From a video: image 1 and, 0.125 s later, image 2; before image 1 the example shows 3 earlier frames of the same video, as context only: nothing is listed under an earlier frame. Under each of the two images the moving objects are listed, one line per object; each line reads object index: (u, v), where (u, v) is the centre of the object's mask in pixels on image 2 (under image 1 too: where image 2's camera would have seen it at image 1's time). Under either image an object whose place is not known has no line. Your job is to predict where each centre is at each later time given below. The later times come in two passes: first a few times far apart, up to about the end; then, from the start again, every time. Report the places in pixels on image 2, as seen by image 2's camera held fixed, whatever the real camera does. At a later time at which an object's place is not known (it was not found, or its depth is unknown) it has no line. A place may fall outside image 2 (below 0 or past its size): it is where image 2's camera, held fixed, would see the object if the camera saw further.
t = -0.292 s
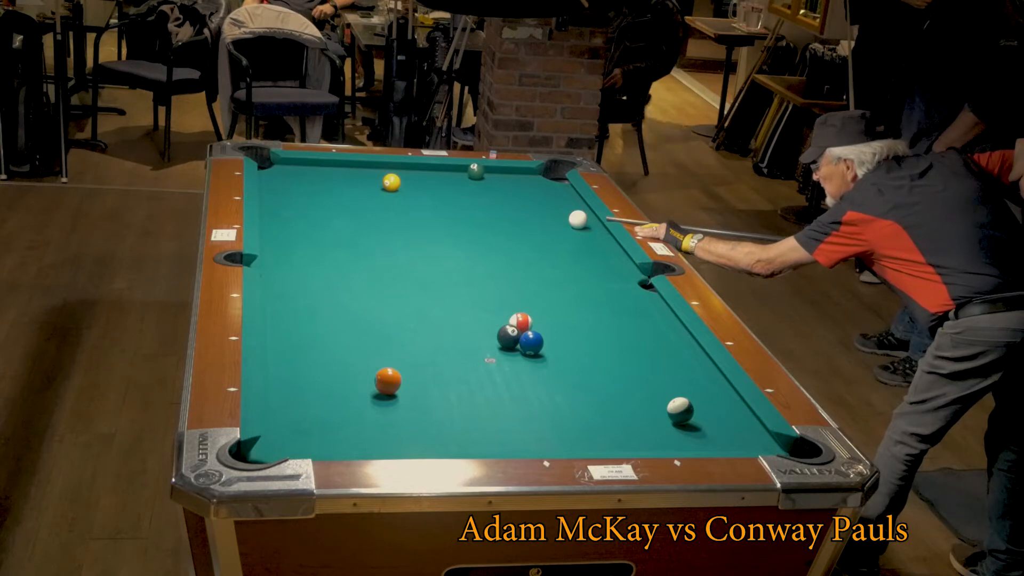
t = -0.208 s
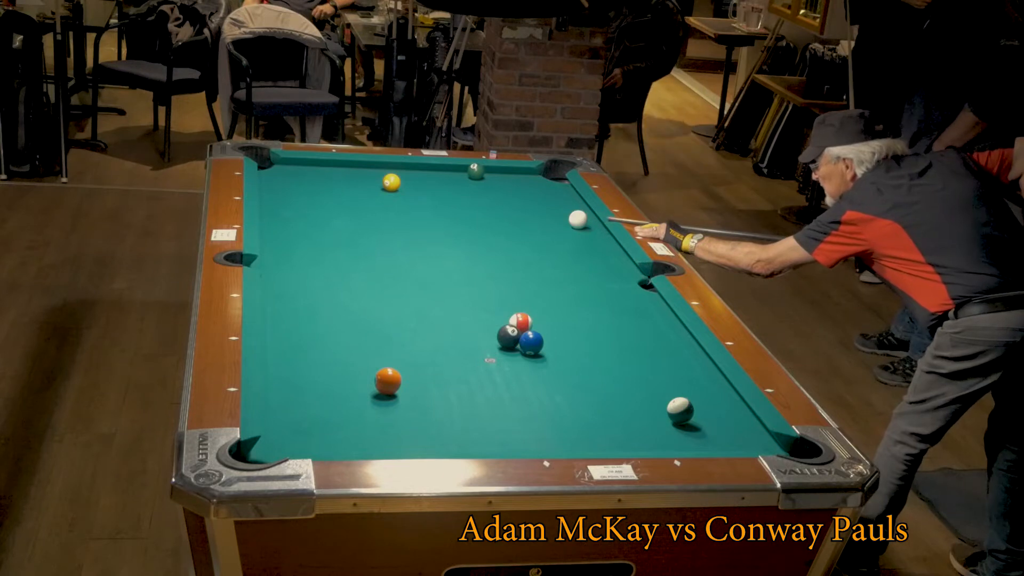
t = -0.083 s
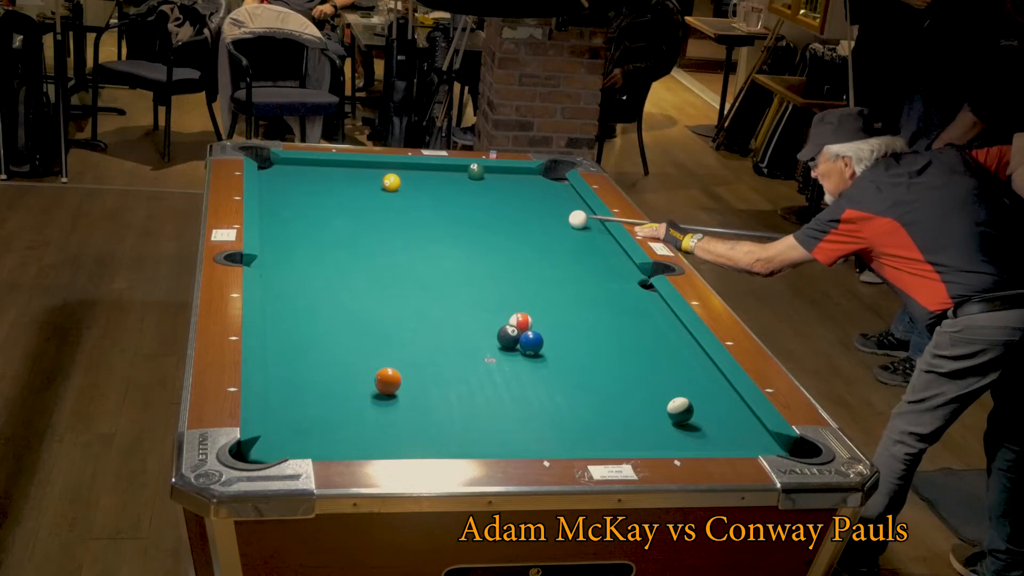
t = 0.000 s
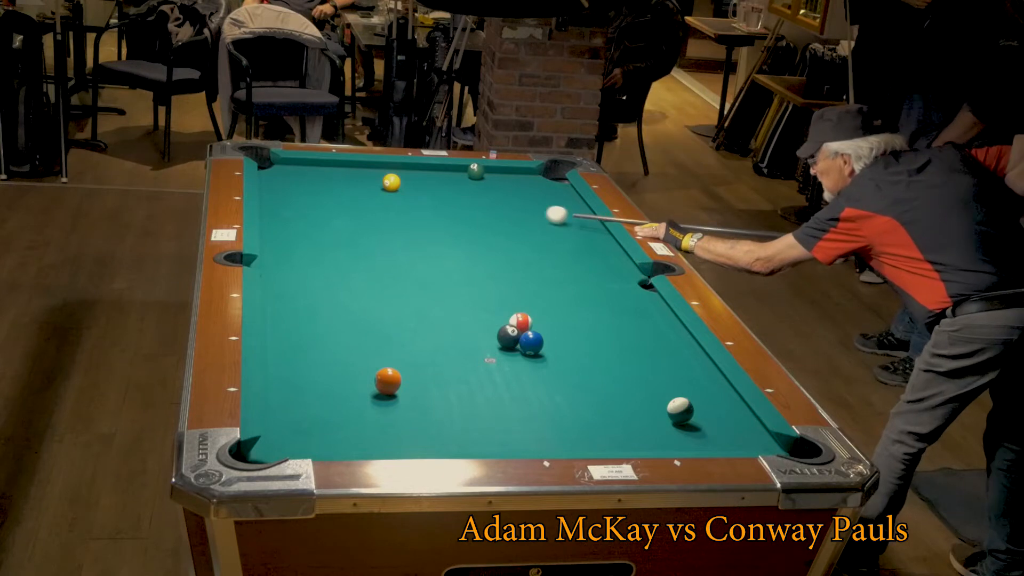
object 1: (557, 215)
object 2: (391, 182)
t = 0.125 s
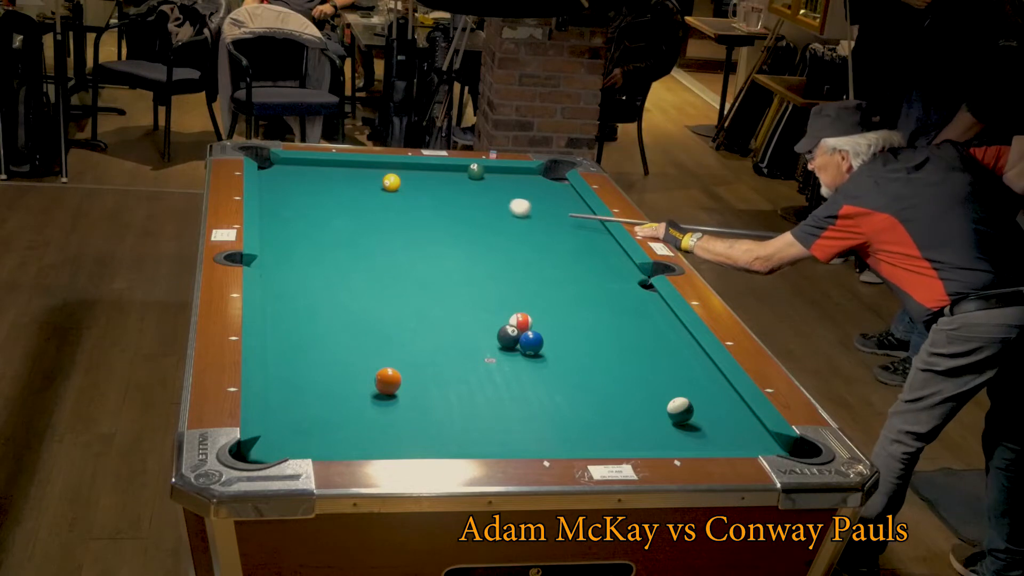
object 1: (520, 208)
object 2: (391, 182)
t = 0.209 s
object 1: (496, 203)
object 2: (391, 182)
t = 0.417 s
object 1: (438, 192)
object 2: (391, 182)
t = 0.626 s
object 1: (404, 185)
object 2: (370, 178)
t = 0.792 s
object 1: (394, 183)
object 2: (344, 172)
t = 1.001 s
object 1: (381, 181)
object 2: (311, 166)
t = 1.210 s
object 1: (370, 179)
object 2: (283, 162)
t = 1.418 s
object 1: (360, 178)
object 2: (263, 162)
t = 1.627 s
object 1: (351, 176)
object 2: (265, 162)
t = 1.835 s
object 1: (342, 175)
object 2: (270, 161)
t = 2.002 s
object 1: (336, 174)
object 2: (273, 160)
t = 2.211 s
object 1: (330, 173)
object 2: (275, 160)
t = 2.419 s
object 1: (324, 173)
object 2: (274, 160)
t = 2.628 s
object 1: (319, 172)
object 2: (274, 160)
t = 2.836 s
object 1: (316, 172)
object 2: (274, 160)
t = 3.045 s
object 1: (313, 172)
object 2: (274, 160)
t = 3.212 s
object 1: (312, 172)
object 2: (274, 160)
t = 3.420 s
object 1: (312, 172)
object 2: (274, 160)
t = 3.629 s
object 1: (312, 172)
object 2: (274, 160)
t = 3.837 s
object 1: (312, 172)
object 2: (274, 160)
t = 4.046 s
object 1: (312, 172)
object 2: (274, 160)
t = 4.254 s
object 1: (312, 172)
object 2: (274, 160)
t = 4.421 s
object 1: (312, 172)
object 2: (274, 160)
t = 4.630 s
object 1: (312, 172)
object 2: (274, 160)
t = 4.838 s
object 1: (312, 172)
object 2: (274, 160)
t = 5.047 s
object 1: (312, 172)
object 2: (273, 160)
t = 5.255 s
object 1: (312, 172)
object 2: (273, 160)
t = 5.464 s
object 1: (312, 172)
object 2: (273, 160)
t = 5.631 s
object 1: (312, 171)
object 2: (273, 160)
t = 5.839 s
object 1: (312, 172)
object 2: (273, 160)
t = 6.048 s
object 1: (312, 172)
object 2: (273, 160)
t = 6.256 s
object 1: (312, 172)
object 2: (273, 160)
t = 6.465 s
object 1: (312, 172)
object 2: (273, 160)
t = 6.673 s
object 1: (312, 172)
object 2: (273, 160)
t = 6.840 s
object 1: (312, 172)
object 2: (273, 160)
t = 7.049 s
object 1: (312, 172)
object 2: (273, 160)
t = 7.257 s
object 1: (312, 172)
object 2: (273, 160)
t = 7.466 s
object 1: (312, 172)
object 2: (273, 160)
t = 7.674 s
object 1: (312, 172)
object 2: (273, 160)
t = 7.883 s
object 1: (312, 172)
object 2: (274, 160)
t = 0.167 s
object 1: (508, 205)
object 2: (391, 182)
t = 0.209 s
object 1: (496, 203)
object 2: (391, 182)
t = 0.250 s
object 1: (484, 201)
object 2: (391, 182)
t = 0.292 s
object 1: (473, 198)
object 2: (391, 182)
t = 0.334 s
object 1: (461, 196)
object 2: (391, 182)
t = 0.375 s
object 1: (450, 194)
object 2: (391, 182)
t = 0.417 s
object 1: (438, 192)
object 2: (391, 182)
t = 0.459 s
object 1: (427, 189)
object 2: (391, 182)
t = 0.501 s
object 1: (416, 187)
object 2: (391, 182)
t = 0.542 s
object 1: (407, 186)
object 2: (388, 182)
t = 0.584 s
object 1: (406, 186)
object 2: (379, 179)
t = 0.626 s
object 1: (404, 185)
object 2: (370, 178)
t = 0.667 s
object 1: (401, 185)
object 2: (363, 176)
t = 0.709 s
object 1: (399, 184)
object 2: (357, 175)
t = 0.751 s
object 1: (396, 184)
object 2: (350, 174)
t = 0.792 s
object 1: (394, 183)
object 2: (344, 172)
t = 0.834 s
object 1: (391, 183)
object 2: (337, 171)
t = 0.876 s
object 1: (389, 182)
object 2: (331, 170)
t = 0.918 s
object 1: (386, 182)
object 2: (324, 168)
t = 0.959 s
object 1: (384, 182)
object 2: (318, 167)
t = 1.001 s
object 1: (381, 181)
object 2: (311, 166)
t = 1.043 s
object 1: (379, 181)
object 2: (305, 165)
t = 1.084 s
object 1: (377, 180)
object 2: (299, 163)
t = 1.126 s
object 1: (375, 180)
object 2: (293, 162)
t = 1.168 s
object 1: (372, 180)
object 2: (287, 161)
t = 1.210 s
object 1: (370, 179)
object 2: (283, 162)
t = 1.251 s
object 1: (368, 179)
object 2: (279, 162)
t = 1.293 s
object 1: (366, 179)
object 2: (275, 162)
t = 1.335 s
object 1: (364, 179)
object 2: (271, 162)
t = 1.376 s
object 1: (362, 178)
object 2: (266, 162)
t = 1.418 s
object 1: (360, 178)
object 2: (263, 162)
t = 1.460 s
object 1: (358, 178)
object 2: (261, 162)
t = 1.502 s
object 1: (356, 177)
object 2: (262, 162)
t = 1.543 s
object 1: (354, 177)
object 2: (263, 162)
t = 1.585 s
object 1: (352, 177)
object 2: (264, 162)
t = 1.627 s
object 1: (351, 176)
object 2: (265, 162)
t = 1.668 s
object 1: (349, 176)
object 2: (266, 162)
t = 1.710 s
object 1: (347, 176)
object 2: (267, 161)
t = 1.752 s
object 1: (345, 176)
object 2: (268, 161)
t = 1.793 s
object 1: (344, 175)
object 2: (269, 161)
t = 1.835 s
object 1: (342, 175)
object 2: (270, 161)
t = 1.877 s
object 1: (341, 175)
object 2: (271, 161)
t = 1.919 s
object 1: (339, 175)
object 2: (272, 160)
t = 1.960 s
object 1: (338, 175)
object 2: (273, 160)
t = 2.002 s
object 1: (336, 174)
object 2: (273, 160)
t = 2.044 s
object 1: (335, 174)
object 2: (274, 160)
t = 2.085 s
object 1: (333, 174)
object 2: (275, 160)
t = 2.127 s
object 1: (332, 174)
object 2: (275, 160)
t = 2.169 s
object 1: (331, 174)
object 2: (275, 160)
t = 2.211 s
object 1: (330, 173)
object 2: (275, 160)
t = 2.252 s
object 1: (328, 173)
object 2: (274, 160)
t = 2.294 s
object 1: (327, 173)
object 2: (274, 160)
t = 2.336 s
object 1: (326, 173)
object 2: (274, 160)
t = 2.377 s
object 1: (325, 173)
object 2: (274, 160)
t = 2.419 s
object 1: (324, 173)
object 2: (274, 160)
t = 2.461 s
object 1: (323, 173)
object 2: (274, 160)
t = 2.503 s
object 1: (322, 172)
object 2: (274, 160)
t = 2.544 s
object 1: (321, 172)
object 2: (274, 160)
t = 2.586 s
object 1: (320, 172)
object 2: (274, 160)
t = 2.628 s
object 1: (319, 172)
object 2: (274, 160)
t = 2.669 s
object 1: (319, 172)
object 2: (274, 160)
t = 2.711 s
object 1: (318, 172)
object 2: (274, 160)
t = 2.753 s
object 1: (317, 172)
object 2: (274, 160)
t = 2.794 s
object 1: (316, 172)
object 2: (274, 160)
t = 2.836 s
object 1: (316, 172)
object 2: (274, 160)
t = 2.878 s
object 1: (315, 172)
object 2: (274, 160)
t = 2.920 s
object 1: (315, 172)
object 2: (274, 160)
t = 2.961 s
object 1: (314, 172)
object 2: (274, 160)
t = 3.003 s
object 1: (314, 172)
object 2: (274, 160)
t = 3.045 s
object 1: (313, 172)
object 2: (274, 160)
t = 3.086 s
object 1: (313, 172)
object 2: (274, 160)
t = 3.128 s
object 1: (313, 172)
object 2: (274, 160)
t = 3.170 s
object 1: (313, 172)
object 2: (273, 160)
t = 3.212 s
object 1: (312, 172)
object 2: (274, 160)
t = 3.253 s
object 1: (312, 172)
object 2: (274, 160)
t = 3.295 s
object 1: (312, 172)
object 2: (274, 160)
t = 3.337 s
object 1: (312, 172)
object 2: (274, 160)
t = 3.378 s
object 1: (312, 172)
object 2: (274, 160)
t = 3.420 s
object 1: (312, 172)
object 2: (274, 160)
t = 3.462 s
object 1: (312, 172)
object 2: (274, 160)
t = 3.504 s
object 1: (312, 172)
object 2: (274, 160)
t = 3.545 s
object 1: (312, 172)
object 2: (274, 160)
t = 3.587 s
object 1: (312, 172)
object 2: (274, 160)
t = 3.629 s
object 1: (312, 172)
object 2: (274, 160)
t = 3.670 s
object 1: (312, 172)
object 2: (274, 160)
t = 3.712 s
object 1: (312, 172)
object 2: (274, 160)
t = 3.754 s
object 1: (312, 172)
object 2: (274, 160)
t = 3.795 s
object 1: (312, 172)
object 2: (274, 160)
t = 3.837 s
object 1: (312, 172)
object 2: (274, 160)
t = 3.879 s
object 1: (312, 172)
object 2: (274, 160)
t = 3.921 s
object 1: (312, 172)
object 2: (274, 160)
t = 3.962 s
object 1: (312, 172)
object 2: (274, 160)
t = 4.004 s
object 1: (312, 172)
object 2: (274, 160)
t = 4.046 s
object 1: (312, 172)
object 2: (274, 160)
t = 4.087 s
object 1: (312, 172)
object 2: (274, 160)
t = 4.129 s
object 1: (312, 172)
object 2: (274, 160)
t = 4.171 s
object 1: (312, 172)
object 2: (274, 160)
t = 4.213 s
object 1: (312, 172)
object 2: (274, 160)
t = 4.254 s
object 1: (312, 172)
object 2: (274, 160)
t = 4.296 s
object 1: (312, 172)
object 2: (274, 160)
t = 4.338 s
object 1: (312, 172)
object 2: (274, 160)
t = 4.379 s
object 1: (312, 172)
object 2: (274, 160)
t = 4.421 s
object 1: (312, 172)
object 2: (274, 160)
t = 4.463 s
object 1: (312, 172)
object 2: (274, 160)
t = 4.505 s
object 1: (312, 172)
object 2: (274, 160)
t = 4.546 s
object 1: (312, 172)
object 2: (274, 160)
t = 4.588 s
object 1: (312, 172)
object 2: (274, 160)
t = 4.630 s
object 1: (312, 172)
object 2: (274, 160)
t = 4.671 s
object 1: (312, 172)
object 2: (274, 160)
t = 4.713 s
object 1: (312, 172)
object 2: (274, 160)
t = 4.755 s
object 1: (312, 172)
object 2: (273, 160)
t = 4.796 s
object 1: (312, 172)
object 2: (273, 160)
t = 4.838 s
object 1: (312, 172)
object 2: (274, 160)
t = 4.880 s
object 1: (312, 172)
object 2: (273, 160)
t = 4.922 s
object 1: (312, 172)
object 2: (273, 160)
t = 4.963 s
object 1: (312, 172)
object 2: (274, 160)
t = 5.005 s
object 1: (312, 172)
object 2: (274, 160)
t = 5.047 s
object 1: (312, 172)
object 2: (273, 160)
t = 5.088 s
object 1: (312, 172)
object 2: (273, 160)
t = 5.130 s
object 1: (312, 172)
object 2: (273, 160)
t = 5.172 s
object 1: (312, 172)
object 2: (273, 160)
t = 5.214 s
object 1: (312, 172)
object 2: (273, 160)
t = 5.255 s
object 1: (312, 172)
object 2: (273, 160)
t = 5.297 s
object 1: (312, 172)
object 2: (273, 160)
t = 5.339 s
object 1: (312, 172)
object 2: (273, 160)
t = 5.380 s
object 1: (312, 172)
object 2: (273, 160)
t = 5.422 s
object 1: (312, 172)
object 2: (273, 160)
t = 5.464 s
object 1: (312, 172)
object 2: (273, 160)
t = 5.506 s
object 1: (312, 172)
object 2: (273, 160)
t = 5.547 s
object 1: (312, 172)
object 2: (273, 160)
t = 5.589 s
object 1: (312, 172)
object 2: (273, 160)
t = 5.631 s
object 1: (312, 171)
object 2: (273, 160)
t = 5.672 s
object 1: (312, 172)
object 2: (273, 160)
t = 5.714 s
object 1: (312, 172)
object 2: (273, 160)
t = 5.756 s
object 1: (312, 172)
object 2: (273, 160)
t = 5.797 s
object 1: (312, 172)
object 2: (273, 160)
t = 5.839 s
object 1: (312, 172)
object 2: (273, 160)
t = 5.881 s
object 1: (312, 171)
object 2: (273, 160)
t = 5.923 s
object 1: (312, 172)
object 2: (273, 160)
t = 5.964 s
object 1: (312, 172)
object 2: (273, 160)
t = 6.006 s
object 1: (312, 172)
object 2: (273, 160)
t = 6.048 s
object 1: (312, 172)
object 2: (273, 160)
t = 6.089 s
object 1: (312, 172)
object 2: (273, 160)
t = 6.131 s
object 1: (312, 172)
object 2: (273, 160)
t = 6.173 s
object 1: (312, 172)
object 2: (273, 160)
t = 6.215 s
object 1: (312, 172)
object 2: (273, 160)
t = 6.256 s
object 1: (312, 172)
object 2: (273, 160)
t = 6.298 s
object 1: (312, 172)
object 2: (273, 160)
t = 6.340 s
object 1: (312, 172)
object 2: (273, 160)
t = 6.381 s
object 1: (312, 172)
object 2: (273, 160)
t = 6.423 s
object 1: (312, 172)
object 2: (273, 160)
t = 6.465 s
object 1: (312, 172)
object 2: (273, 160)
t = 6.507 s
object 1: (312, 172)
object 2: (273, 160)
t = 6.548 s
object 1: (312, 172)
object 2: (273, 160)
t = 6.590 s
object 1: (312, 172)
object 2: (273, 160)
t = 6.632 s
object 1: (312, 172)
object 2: (273, 160)
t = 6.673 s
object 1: (312, 172)
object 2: (273, 160)
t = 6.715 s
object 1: (312, 172)
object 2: (273, 160)
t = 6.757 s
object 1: (312, 172)
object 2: (273, 160)
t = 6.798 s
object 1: (312, 172)
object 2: (273, 160)
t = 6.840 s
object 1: (312, 172)
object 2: (273, 160)
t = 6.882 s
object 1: (312, 172)
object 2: (273, 160)
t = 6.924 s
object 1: (312, 172)
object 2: (274, 160)
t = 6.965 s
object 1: (312, 172)
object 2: (273, 160)
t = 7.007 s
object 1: (312, 172)
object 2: (273, 160)
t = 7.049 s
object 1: (312, 172)
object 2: (273, 160)
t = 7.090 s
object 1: (312, 172)
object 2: (273, 160)
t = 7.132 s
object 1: (312, 172)
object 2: (273, 160)
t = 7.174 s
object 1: (312, 172)
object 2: (273, 160)
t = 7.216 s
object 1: (312, 172)
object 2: (273, 160)
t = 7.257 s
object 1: (312, 172)
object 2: (273, 160)
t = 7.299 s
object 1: (312, 172)
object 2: (273, 160)
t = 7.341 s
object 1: (312, 172)
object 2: (273, 160)
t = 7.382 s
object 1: (312, 172)
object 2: (273, 160)
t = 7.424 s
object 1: (312, 172)
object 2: (273, 160)
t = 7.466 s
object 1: (312, 172)
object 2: (273, 160)
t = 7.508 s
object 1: (312, 172)
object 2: (273, 160)
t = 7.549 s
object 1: (312, 172)
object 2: (273, 160)
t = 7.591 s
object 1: (312, 172)
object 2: (273, 160)
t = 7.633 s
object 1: (312, 172)
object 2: (273, 160)
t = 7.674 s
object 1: (312, 172)
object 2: (273, 160)
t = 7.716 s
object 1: (312, 172)
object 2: (274, 160)
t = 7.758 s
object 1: (312, 172)
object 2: (273, 160)
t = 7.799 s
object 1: (312, 172)
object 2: (273, 160)
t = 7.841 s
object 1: (312, 172)
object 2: (273, 160)
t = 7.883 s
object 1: (312, 172)
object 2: (274, 160)
